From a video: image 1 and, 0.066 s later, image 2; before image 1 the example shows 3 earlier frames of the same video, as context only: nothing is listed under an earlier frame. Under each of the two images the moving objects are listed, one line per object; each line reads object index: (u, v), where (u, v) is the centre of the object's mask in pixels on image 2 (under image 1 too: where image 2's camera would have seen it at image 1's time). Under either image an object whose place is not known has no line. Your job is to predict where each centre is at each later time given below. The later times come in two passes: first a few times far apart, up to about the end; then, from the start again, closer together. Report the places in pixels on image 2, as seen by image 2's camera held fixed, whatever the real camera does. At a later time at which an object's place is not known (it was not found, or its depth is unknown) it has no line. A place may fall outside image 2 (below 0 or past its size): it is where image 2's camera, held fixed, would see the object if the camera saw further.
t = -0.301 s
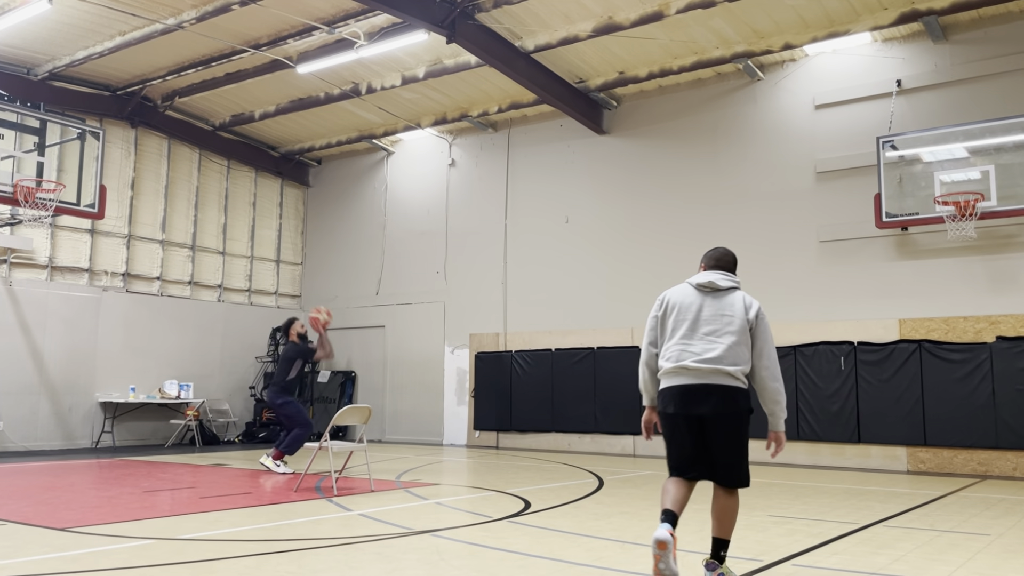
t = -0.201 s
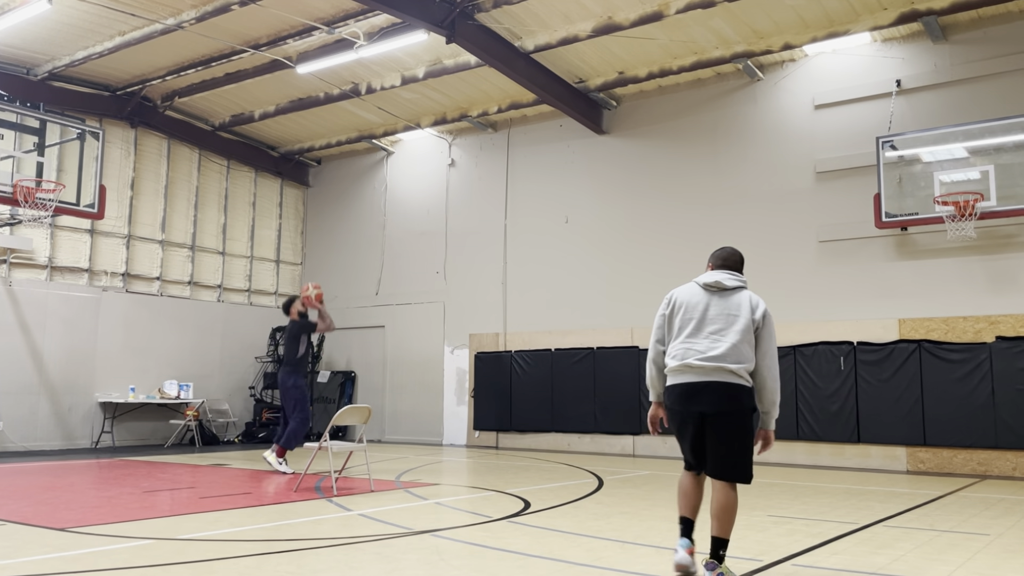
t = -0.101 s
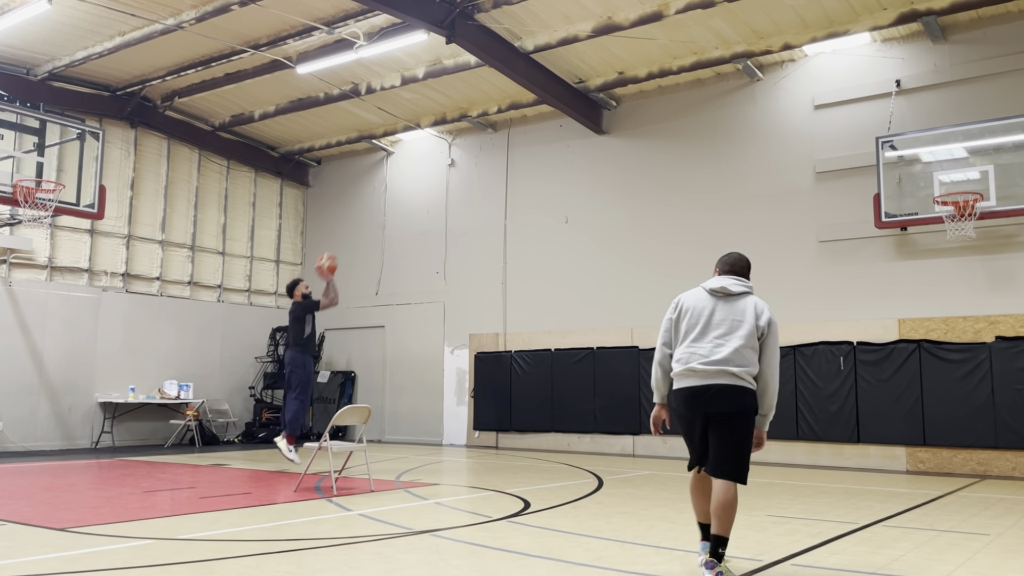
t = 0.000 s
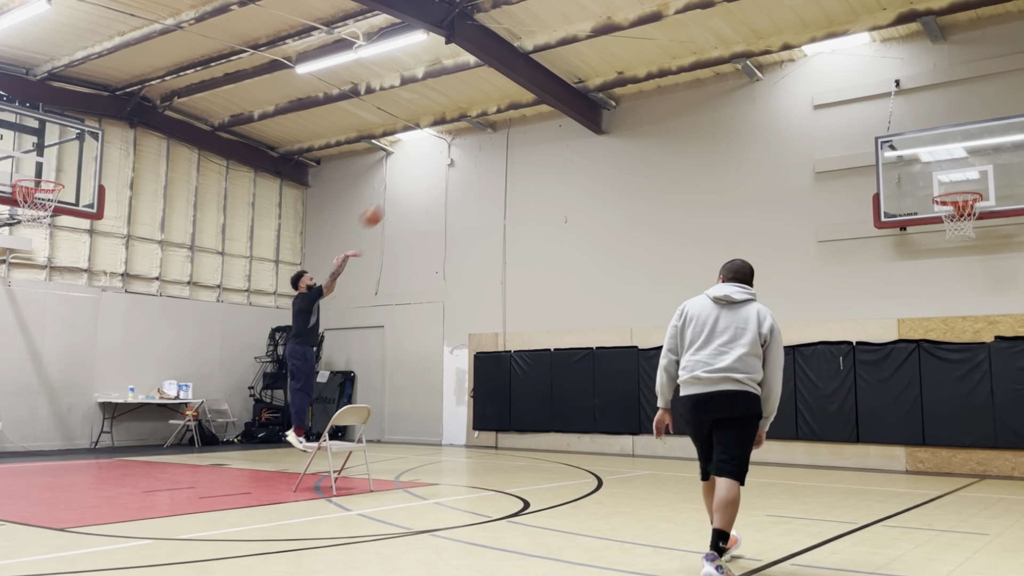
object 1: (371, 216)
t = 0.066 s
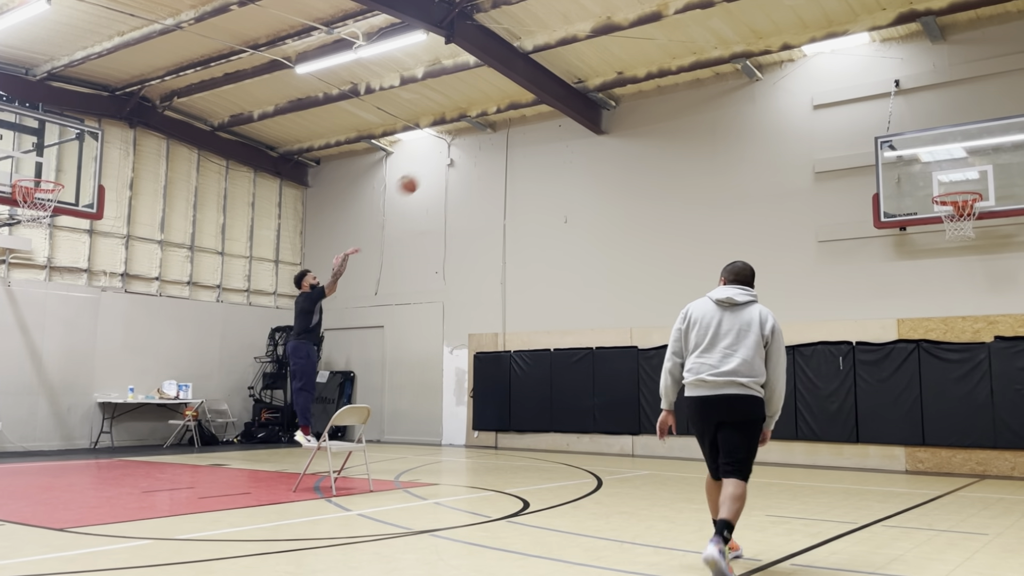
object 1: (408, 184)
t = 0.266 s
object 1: (515, 113)
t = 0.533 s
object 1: (653, 70)
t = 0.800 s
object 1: (790, 84)
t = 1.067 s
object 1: (930, 159)
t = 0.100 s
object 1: (426, 170)
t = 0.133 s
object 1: (445, 157)
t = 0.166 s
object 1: (463, 145)
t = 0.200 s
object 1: (481, 132)
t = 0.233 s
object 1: (497, 123)
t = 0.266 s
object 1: (515, 113)
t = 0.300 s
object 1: (532, 105)
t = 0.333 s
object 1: (550, 96)
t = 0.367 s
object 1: (567, 91)
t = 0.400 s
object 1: (584, 85)
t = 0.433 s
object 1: (601, 80)
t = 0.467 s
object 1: (619, 76)
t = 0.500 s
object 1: (636, 73)
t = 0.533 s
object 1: (653, 70)
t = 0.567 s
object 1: (670, 69)
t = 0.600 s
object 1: (687, 68)
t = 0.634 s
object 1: (704, 69)
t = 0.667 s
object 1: (722, 71)
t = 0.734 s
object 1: (756, 76)
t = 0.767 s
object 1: (772, 78)
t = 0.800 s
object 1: (790, 84)
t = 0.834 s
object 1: (808, 91)
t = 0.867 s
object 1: (826, 98)
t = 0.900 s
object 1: (843, 106)
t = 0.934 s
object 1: (860, 114)
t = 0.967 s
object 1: (877, 123)
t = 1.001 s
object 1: (895, 133)
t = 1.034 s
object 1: (913, 145)
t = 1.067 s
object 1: (930, 159)
